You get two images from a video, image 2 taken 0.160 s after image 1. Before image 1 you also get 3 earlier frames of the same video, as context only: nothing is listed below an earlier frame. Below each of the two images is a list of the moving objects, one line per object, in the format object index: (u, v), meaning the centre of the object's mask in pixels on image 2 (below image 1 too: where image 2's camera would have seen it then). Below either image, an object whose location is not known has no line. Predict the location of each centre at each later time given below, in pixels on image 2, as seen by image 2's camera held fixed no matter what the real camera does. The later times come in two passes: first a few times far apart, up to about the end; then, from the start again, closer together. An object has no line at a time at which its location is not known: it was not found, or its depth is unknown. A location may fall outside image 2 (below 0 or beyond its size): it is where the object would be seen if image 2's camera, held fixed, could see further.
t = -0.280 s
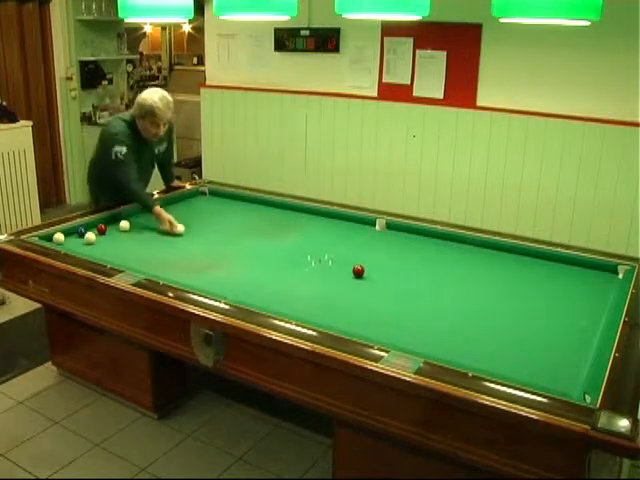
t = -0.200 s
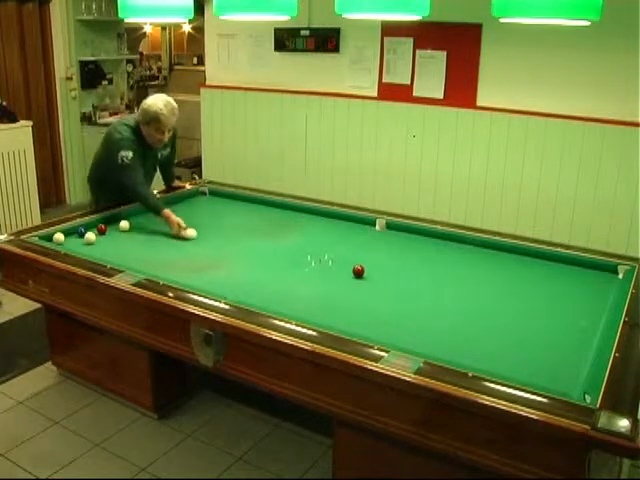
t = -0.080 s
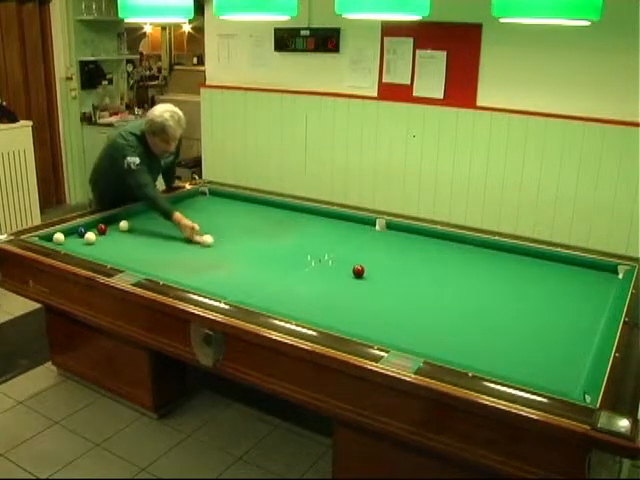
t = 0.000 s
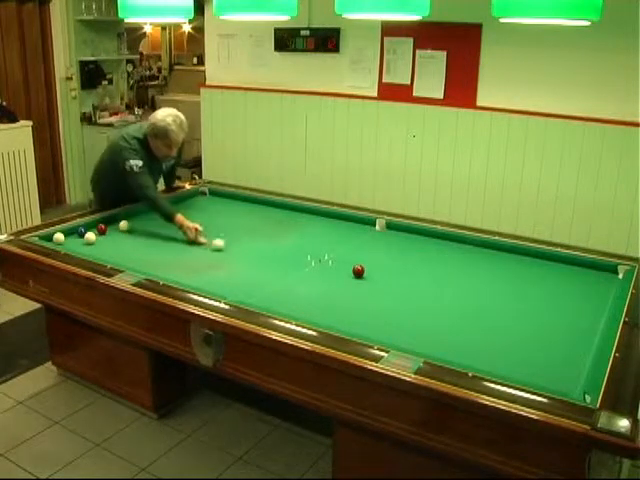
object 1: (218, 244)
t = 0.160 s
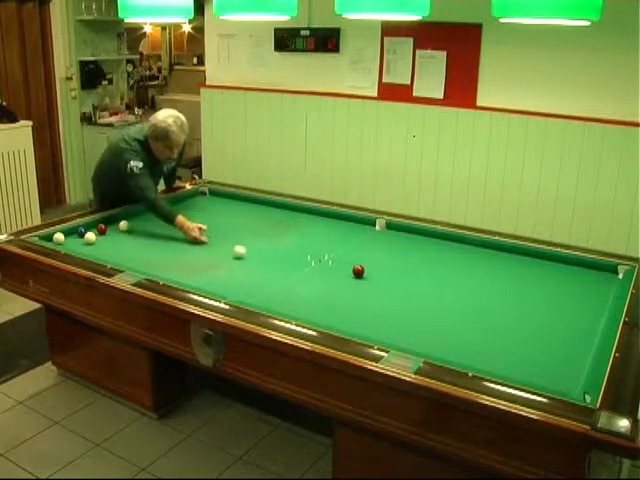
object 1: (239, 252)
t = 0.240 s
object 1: (250, 257)
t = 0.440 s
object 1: (281, 267)
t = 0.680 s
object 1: (320, 282)
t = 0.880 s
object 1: (356, 295)
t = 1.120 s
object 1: (403, 312)
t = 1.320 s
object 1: (446, 328)
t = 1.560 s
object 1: (502, 347)
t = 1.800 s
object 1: (564, 369)
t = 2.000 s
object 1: (552, 370)
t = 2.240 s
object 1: (510, 363)
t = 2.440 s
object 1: (477, 356)
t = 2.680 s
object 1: (438, 348)
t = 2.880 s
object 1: (407, 342)
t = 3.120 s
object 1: (373, 334)
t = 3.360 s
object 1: (342, 326)
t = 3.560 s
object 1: (322, 320)
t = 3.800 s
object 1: (300, 312)
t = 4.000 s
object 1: (283, 306)
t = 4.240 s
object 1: (264, 300)
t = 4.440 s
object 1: (249, 295)
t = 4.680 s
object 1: (231, 290)
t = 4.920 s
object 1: (217, 284)
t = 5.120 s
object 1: (205, 280)
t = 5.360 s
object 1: (191, 274)
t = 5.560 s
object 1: (181, 271)
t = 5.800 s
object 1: (169, 266)
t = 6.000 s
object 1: (160, 263)
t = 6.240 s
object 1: (150, 259)
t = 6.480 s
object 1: (141, 255)
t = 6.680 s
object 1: (134, 252)
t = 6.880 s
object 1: (127, 249)
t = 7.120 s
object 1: (119, 246)
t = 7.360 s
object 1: (113, 243)
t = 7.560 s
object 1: (107, 241)
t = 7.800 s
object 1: (101, 238)
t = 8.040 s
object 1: (101, 236)
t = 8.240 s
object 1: (101, 234)
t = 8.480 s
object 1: (101, 232)
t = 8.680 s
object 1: (101, 232)
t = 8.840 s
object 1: (100, 232)
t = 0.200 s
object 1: (245, 254)
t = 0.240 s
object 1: (250, 257)
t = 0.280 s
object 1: (257, 259)
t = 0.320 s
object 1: (263, 260)
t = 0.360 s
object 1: (268, 263)
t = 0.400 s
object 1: (274, 265)
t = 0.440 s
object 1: (281, 267)
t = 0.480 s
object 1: (287, 270)
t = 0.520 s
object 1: (293, 272)
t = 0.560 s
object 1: (300, 274)
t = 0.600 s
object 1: (307, 277)
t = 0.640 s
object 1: (312, 280)
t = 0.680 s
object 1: (320, 282)
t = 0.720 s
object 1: (327, 284)
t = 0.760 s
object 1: (334, 287)
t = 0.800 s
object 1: (341, 289)
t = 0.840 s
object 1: (348, 292)
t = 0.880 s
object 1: (356, 295)
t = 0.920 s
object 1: (363, 297)
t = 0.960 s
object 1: (371, 300)
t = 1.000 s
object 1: (378, 303)
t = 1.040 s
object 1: (387, 306)
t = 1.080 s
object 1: (395, 309)
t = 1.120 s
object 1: (403, 312)
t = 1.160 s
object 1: (411, 315)
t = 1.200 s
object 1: (420, 317)
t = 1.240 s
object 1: (428, 321)
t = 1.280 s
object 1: (437, 324)
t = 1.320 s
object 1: (446, 328)
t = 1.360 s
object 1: (455, 330)
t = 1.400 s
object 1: (464, 334)
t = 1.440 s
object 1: (473, 337)
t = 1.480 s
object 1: (483, 341)
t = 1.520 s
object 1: (493, 344)
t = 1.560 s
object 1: (502, 347)
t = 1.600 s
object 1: (512, 351)
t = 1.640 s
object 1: (521, 354)
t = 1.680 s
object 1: (532, 358)
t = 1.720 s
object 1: (543, 362)
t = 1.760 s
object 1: (554, 365)
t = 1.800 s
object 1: (564, 369)
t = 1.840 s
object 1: (575, 373)
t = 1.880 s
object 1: (576, 373)
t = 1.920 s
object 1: (568, 372)
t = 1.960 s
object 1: (560, 371)
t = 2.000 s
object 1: (552, 370)
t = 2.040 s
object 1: (545, 369)
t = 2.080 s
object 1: (538, 368)
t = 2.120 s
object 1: (531, 366)
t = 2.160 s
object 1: (524, 365)
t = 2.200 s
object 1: (517, 364)
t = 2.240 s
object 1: (510, 363)
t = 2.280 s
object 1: (504, 361)
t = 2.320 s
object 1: (497, 360)
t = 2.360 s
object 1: (490, 359)
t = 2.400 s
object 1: (483, 358)
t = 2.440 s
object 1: (477, 356)
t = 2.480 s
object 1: (471, 355)
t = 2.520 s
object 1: (464, 354)
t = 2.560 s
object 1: (458, 352)
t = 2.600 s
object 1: (452, 351)
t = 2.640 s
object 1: (445, 349)
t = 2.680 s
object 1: (438, 348)
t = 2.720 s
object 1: (432, 346)
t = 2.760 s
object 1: (426, 345)
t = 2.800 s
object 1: (419, 344)
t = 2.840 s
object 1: (413, 343)
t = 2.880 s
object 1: (407, 342)
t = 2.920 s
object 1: (401, 341)
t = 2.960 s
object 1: (395, 340)
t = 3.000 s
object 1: (389, 338)
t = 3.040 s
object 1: (383, 337)
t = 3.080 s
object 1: (378, 336)
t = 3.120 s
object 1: (373, 334)
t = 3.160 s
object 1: (367, 333)
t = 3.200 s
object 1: (360, 331)
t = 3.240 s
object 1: (355, 330)
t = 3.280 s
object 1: (350, 329)
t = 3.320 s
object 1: (346, 328)
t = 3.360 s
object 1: (342, 326)
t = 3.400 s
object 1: (337, 325)
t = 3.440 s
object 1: (334, 324)
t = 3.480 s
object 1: (330, 323)
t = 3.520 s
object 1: (326, 321)
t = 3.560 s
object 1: (322, 320)
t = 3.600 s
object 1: (318, 318)
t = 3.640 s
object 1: (313, 317)
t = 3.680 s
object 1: (310, 316)
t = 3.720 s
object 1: (307, 315)
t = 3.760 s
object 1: (303, 314)
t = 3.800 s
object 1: (300, 312)
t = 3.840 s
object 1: (296, 311)
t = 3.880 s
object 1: (293, 310)
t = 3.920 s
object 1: (290, 309)
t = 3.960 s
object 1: (286, 308)
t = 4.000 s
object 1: (283, 306)
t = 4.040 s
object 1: (280, 305)
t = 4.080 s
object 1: (277, 304)
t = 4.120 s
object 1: (273, 303)
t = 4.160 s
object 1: (270, 302)
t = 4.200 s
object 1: (267, 300)
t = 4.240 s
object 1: (264, 300)
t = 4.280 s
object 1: (262, 299)
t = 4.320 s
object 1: (257, 298)
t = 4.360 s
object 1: (256, 297)
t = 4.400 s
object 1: (251, 296)
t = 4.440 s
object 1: (249, 295)
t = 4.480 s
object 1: (246, 293)
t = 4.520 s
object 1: (243, 293)
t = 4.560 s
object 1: (240, 292)
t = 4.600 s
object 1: (237, 292)
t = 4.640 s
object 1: (234, 291)
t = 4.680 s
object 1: (231, 290)
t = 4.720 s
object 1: (229, 289)
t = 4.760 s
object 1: (227, 288)
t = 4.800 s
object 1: (224, 287)
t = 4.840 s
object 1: (222, 286)
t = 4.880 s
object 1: (219, 285)
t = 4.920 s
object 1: (217, 284)
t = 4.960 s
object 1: (214, 283)
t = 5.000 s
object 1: (212, 282)
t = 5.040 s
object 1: (209, 281)
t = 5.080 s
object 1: (207, 280)
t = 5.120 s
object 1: (205, 280)
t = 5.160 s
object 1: (203, 279)
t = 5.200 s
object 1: (200, 278)
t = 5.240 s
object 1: (198, 277)
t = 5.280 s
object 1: (196, 276)
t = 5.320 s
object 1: (193, 275)
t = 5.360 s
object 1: (191, 274)
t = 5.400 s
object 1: (189, 274)
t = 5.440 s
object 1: (187, 273)
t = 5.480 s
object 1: (185, 272)
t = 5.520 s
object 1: (183, 272)
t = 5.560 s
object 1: (181, 271)
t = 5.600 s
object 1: (179, 270)
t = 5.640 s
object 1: (177, 269)
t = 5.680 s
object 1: (175, 268)
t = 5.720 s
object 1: (173, 267)
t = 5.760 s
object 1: (171, 267)
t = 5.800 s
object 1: (169, 266)
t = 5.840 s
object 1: (167, 266)
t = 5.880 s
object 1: (165, 265)
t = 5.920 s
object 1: (163, 264)
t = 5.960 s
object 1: (162, 264)
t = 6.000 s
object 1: (160, 263)
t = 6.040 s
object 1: (158, 262)
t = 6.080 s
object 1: (157, 262)
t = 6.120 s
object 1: (155, 261)
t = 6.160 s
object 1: (153, 260)
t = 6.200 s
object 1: (151, 259)
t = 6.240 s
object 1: (150, 259)
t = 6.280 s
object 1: (149, 258)
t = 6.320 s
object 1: (147, 257)
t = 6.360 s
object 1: (145, 257)
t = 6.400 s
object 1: (144, 256)
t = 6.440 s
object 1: (144, 256)
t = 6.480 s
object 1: (141, 255)
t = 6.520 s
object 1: (140, 255)
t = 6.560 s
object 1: (138, 254)
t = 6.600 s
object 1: (136, 253)
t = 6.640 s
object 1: (135, 252)
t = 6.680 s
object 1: (134, 252)
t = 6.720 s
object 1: (133, 251)
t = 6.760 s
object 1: (130, 250)
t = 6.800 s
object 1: (129, 250)
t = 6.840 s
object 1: (128, 250)
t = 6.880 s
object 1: (127, 249)
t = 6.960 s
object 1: (124, 248)
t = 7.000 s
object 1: (124, 248)
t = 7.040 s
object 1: (122, 247)
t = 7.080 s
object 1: (120, 247)
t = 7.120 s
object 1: (119, 246)
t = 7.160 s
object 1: (118, 246)
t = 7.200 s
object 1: (117, 245)
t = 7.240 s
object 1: (116, 245)
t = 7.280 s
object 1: (114, 244)
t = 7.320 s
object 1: (113, 244)
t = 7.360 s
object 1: (113, 243)
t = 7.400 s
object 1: (111, 243)
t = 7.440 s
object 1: (110, 242)
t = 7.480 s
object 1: (109, 242)
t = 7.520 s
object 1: (108, 242)
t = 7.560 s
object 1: (107, 241)
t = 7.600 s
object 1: (106, 241)
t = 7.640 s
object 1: (105, 240)
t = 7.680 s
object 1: (104, 240)
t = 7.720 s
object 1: (102, 239)
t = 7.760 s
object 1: (102, 239)
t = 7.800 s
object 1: (101, 238)
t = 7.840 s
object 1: (101, 238)
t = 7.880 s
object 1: (101, 237)
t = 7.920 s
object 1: (101, 237)
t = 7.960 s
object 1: (101, 237)
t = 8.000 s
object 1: (101, 237)
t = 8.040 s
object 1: (101, 236)
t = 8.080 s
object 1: (101, 235)
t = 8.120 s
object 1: (100, 235)
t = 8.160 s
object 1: (100, 235)
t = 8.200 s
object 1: (100, 235)
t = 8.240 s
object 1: (101, 234)
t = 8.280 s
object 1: (100, 234)
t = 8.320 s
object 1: (101, 233)
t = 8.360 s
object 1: (101, 233)
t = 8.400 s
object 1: (101, 233)
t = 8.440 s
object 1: (100, 233)
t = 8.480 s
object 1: (101, 232)
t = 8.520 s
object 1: (101, 232)
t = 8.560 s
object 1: (101, 232)
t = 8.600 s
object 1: (101, 232)
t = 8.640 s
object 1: (101, 232)
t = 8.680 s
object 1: (101, 232)
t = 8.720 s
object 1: (101, 232)
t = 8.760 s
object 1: (101, 232)
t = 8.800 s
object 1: (101, 232)
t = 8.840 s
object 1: (100, 232)
